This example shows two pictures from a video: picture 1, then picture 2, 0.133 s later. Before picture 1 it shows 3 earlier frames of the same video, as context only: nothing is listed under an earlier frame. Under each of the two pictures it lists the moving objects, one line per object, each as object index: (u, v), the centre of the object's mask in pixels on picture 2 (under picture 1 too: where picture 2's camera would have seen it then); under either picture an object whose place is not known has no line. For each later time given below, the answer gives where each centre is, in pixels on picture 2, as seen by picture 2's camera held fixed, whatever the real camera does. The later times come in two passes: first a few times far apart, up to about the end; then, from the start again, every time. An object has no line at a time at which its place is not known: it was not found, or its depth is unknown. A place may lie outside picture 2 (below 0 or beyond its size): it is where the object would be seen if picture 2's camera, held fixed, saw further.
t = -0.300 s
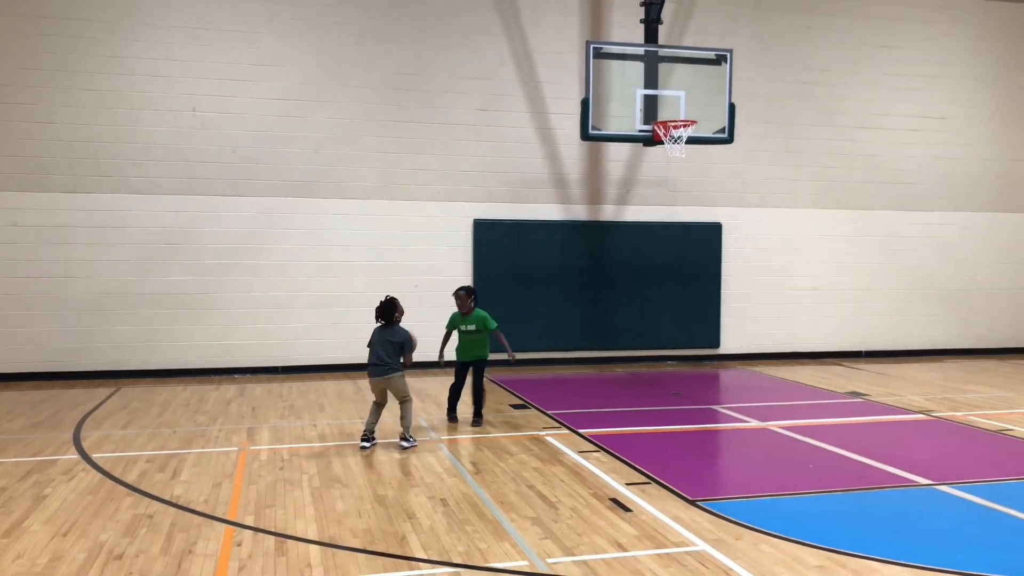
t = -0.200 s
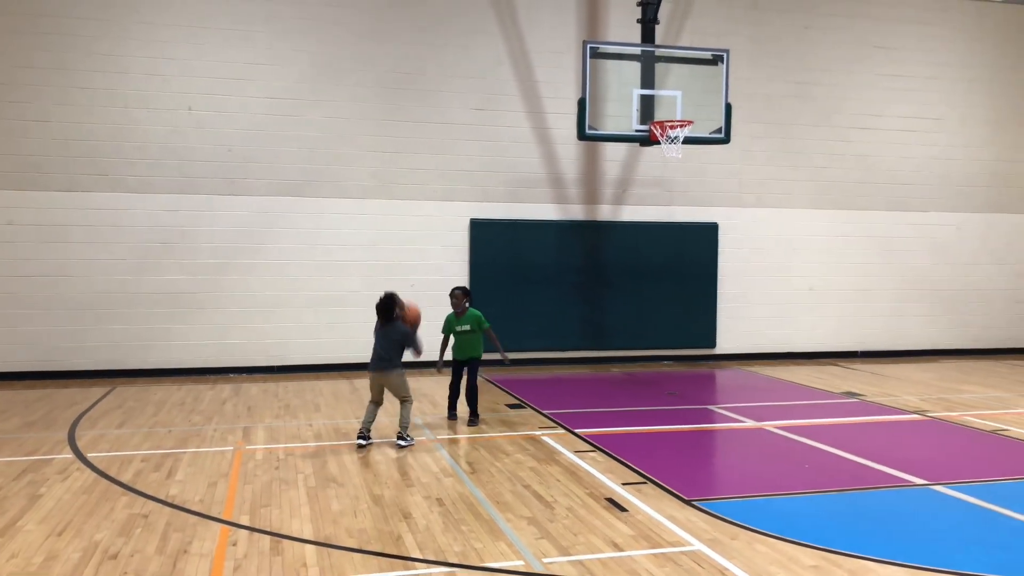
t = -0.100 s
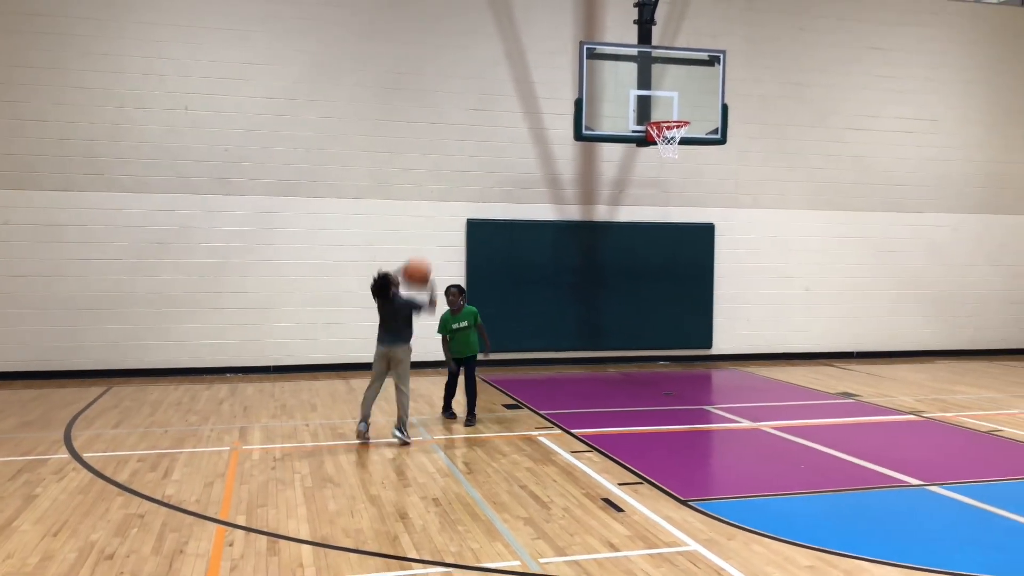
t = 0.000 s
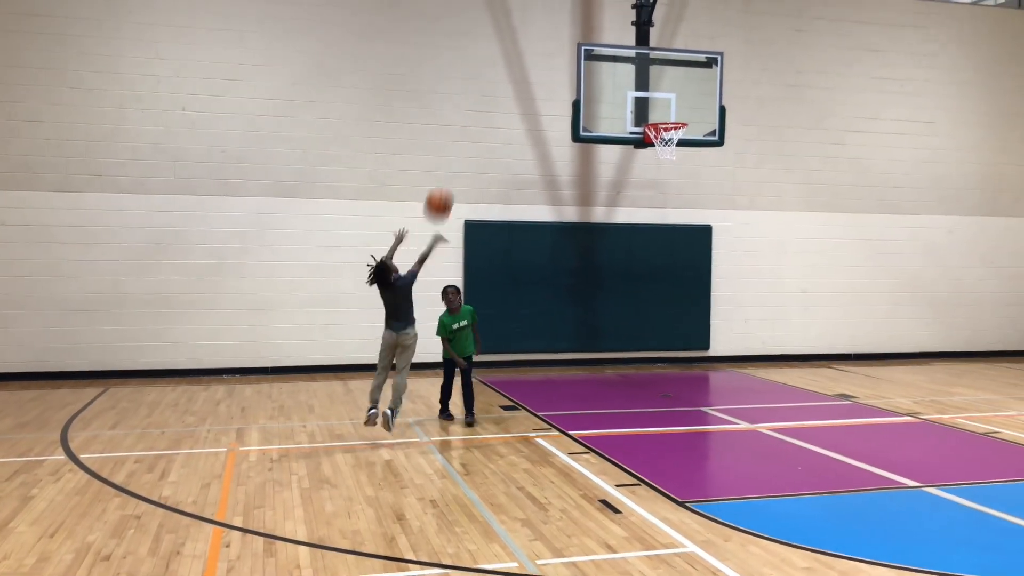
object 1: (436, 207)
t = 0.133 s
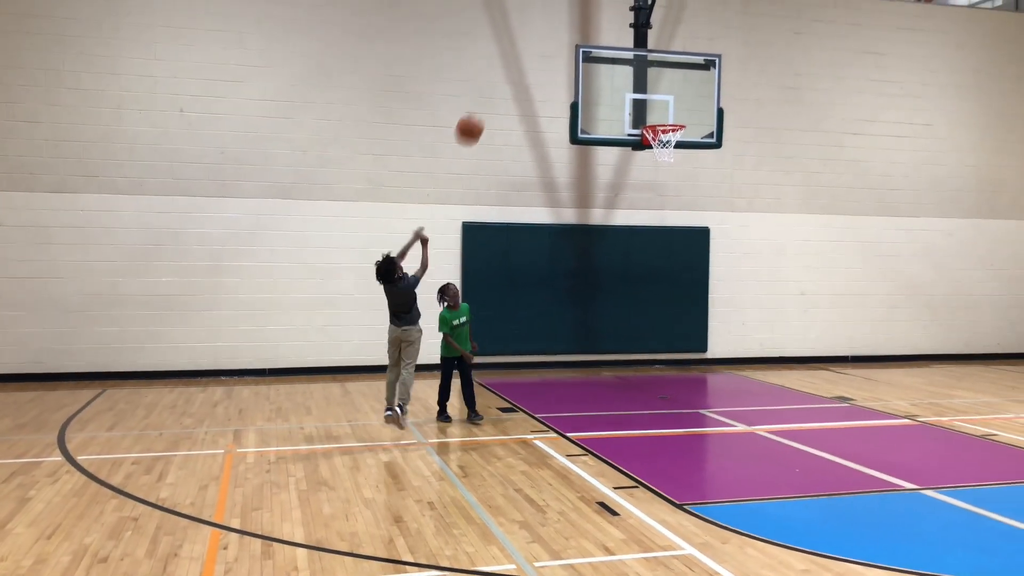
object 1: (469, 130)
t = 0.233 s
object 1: (492, 88)
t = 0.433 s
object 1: (532, 44)
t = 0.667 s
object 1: (572, 47)
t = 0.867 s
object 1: (601, 87)
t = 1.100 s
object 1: (633, 151)
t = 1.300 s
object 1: (663, 225)
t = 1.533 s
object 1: (700, 358)
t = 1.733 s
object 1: (727, 324)
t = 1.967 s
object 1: (755, 251)
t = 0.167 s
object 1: (477, 114)
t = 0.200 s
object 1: (484, 101)
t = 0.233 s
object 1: (492, 88)
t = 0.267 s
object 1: (499, 78)
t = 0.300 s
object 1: (506, 69)
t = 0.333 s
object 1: (513, 61)
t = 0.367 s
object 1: (520, 54)
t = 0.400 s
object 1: (526, 49)
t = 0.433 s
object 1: (532, 44)
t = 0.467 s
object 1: (539, 41)
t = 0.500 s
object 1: (545, 40)
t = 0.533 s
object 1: (550, 39)
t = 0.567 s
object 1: (556, 40)
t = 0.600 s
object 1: (562, 41)
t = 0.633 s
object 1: (567, 44)
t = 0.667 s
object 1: (572, 47)
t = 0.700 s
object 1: (577, 52)
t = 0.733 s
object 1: (583, 57)
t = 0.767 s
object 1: (588, 64)
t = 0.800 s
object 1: (592, 70)
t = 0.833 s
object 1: (597, 79)
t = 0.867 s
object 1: (601, 87)
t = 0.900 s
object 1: (606, 97)
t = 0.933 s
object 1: (610, 107)
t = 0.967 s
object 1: (614, 118)
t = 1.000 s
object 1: (618, 127)
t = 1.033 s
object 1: (623, 134)
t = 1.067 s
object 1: (629, 142)
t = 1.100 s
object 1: (633, 151)
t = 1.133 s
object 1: (638, 161)
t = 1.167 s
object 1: (643, 172)
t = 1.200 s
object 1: (648, 184)
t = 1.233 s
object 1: (653, 196)
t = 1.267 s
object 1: (658, 210)
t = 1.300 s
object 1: (663, 225)
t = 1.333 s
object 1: (668, 241)
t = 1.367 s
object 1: (674, 258)
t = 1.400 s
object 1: (679, 276)
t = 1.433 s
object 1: (684, 295)
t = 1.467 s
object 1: (689, 315)
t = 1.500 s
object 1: (694, 336)
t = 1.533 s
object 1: (700, 358)
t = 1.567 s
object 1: (706, 382)
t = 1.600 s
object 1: (711, 385)
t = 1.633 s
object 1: (715, 368)
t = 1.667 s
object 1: (717, 353)
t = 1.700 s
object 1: (722, 338)
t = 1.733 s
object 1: (727, 324)
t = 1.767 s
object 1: (730, 311)
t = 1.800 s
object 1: (734, 298)
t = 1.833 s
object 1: (738, 288)
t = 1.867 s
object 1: (742, 277)
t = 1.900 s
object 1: (746, 267)
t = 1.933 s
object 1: (750, 259)
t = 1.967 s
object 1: (755, 251)
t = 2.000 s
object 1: (759, 244)
